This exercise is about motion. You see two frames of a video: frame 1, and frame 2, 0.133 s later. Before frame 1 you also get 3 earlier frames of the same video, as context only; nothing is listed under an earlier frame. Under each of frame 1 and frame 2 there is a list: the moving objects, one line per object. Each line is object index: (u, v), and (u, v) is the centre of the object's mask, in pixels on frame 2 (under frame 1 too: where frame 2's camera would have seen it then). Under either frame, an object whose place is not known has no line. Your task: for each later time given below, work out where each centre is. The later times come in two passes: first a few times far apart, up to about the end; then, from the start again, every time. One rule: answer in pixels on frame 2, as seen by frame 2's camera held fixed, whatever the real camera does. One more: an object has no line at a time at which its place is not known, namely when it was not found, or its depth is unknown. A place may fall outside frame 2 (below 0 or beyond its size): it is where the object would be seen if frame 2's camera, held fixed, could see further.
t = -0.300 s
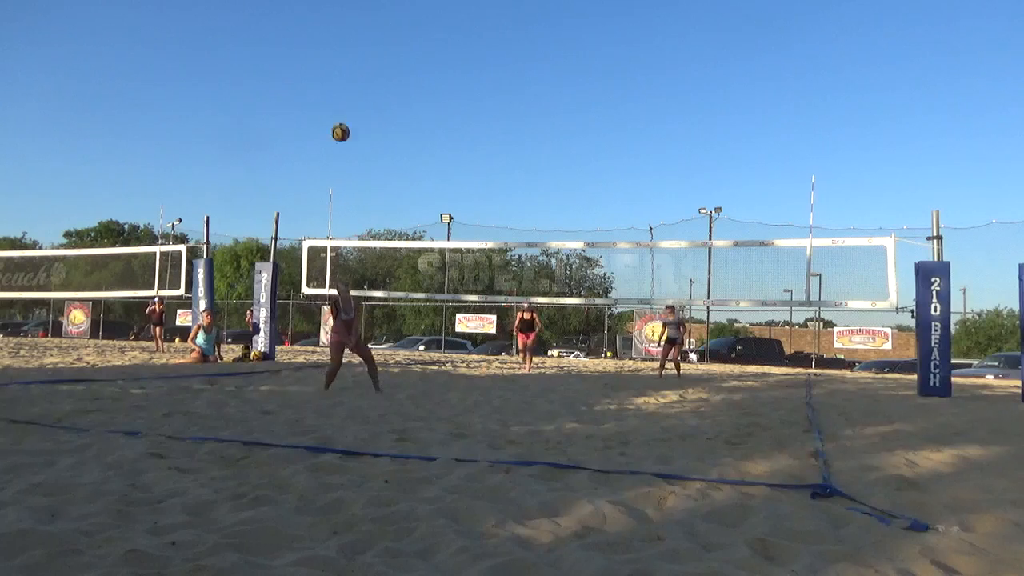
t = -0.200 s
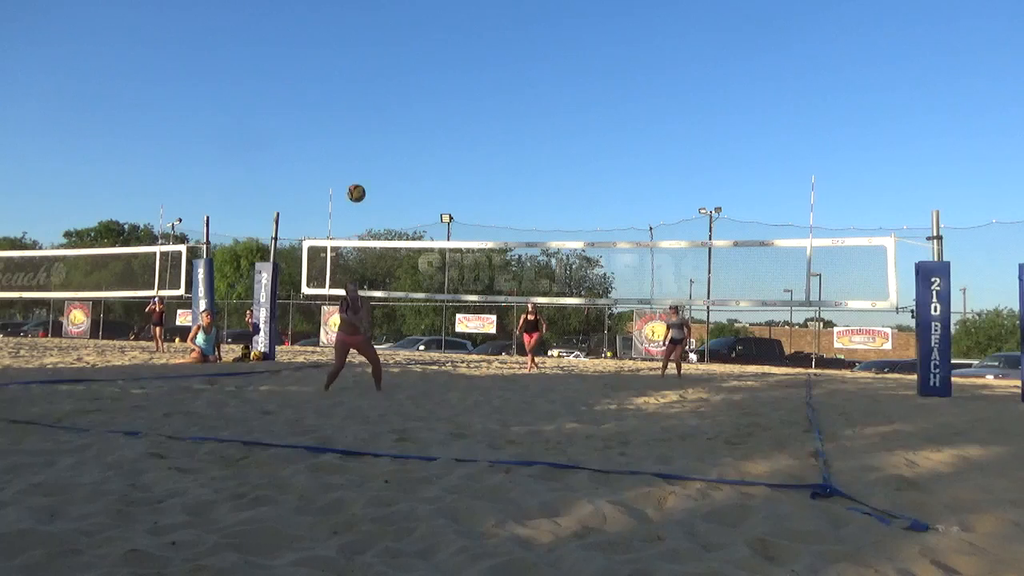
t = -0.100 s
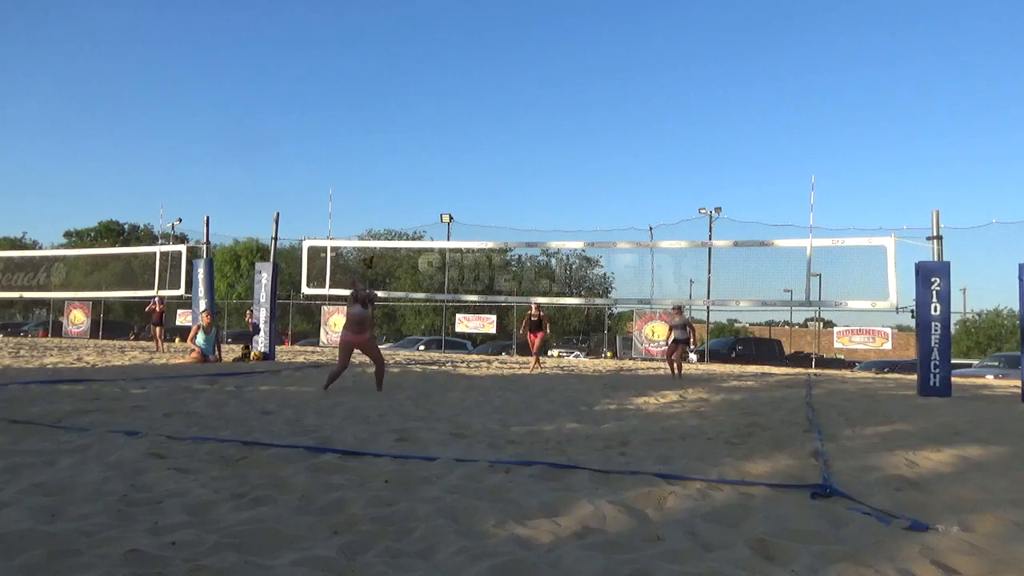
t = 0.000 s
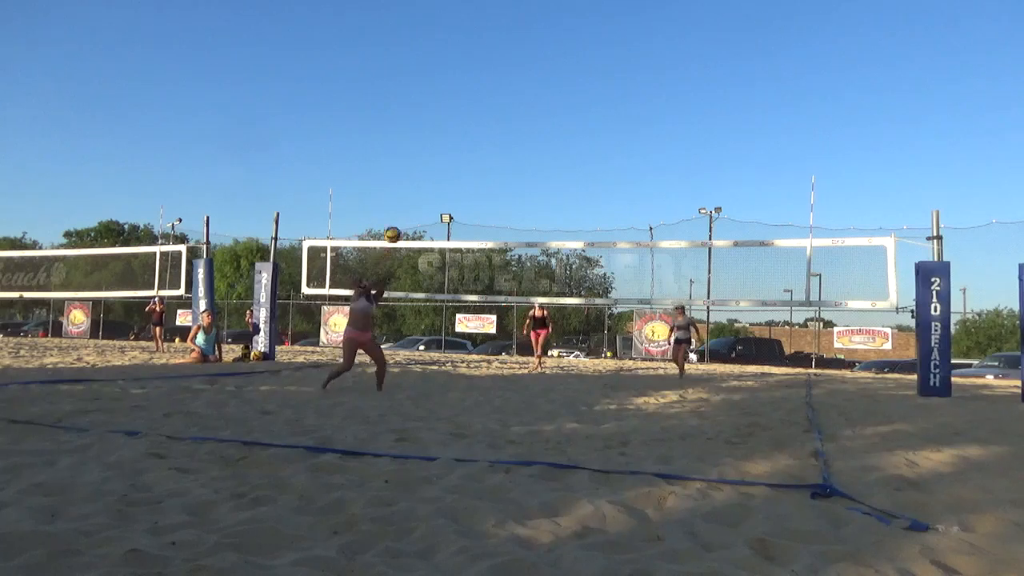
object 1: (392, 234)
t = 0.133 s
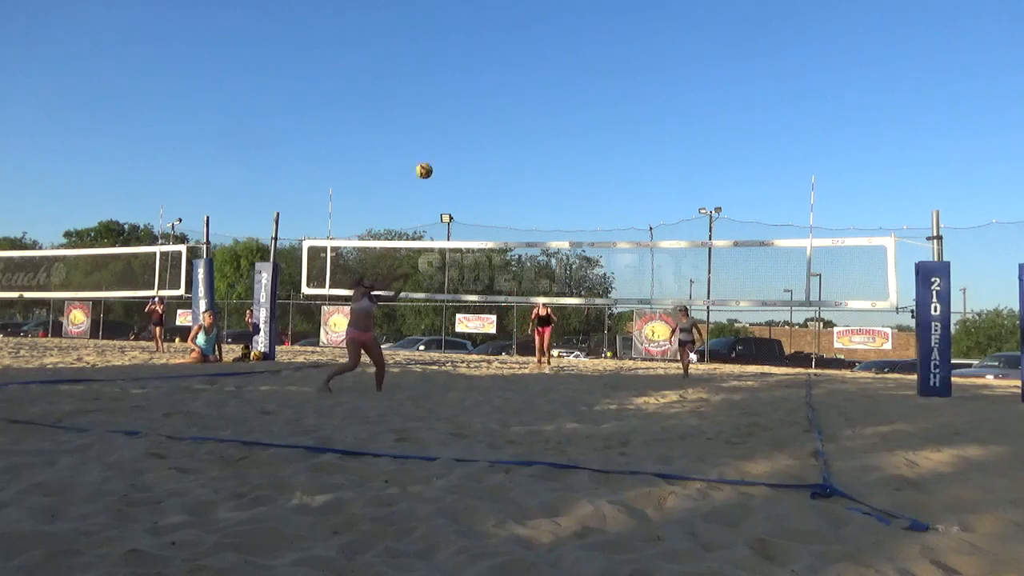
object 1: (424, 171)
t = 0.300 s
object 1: (456, 119)
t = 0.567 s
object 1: (497, 88)
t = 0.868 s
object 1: (531, 106)
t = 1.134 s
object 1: (553, 159)
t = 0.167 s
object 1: (431, 158)
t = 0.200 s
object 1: (438, 147)
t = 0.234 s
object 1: (444, 136)
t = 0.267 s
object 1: (451, 128)
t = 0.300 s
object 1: (456, 119)
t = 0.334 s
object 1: (462, 112)
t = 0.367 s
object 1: (468, 107)
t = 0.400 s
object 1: (473, 101)
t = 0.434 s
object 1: (478, 97)
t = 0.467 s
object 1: (483, 94)
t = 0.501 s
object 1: (488, 91)
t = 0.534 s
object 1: (493, 89)
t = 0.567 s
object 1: (497, 88)
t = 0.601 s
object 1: (502, 87)
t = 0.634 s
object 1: (506, 87)
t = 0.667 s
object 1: (510, 88)
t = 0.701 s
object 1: (513, 90)
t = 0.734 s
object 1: (517, 92)
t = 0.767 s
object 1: (521, 95)
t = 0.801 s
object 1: (524, 98)
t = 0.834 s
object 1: (528, 102)
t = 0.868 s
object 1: (531, 106)
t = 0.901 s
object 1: (534, 111)
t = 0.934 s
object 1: (537, 116)
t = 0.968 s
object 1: (540, 122)
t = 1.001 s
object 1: (543, 129)
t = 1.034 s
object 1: (546, 135)
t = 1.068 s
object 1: (548, 142)
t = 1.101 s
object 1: (551, 150)
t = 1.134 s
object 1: (553, 159)
